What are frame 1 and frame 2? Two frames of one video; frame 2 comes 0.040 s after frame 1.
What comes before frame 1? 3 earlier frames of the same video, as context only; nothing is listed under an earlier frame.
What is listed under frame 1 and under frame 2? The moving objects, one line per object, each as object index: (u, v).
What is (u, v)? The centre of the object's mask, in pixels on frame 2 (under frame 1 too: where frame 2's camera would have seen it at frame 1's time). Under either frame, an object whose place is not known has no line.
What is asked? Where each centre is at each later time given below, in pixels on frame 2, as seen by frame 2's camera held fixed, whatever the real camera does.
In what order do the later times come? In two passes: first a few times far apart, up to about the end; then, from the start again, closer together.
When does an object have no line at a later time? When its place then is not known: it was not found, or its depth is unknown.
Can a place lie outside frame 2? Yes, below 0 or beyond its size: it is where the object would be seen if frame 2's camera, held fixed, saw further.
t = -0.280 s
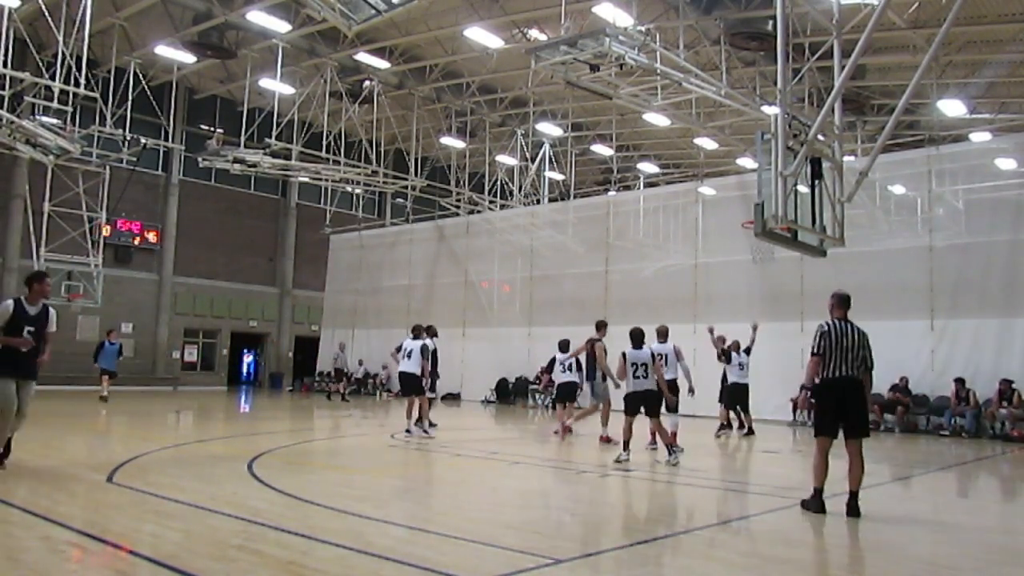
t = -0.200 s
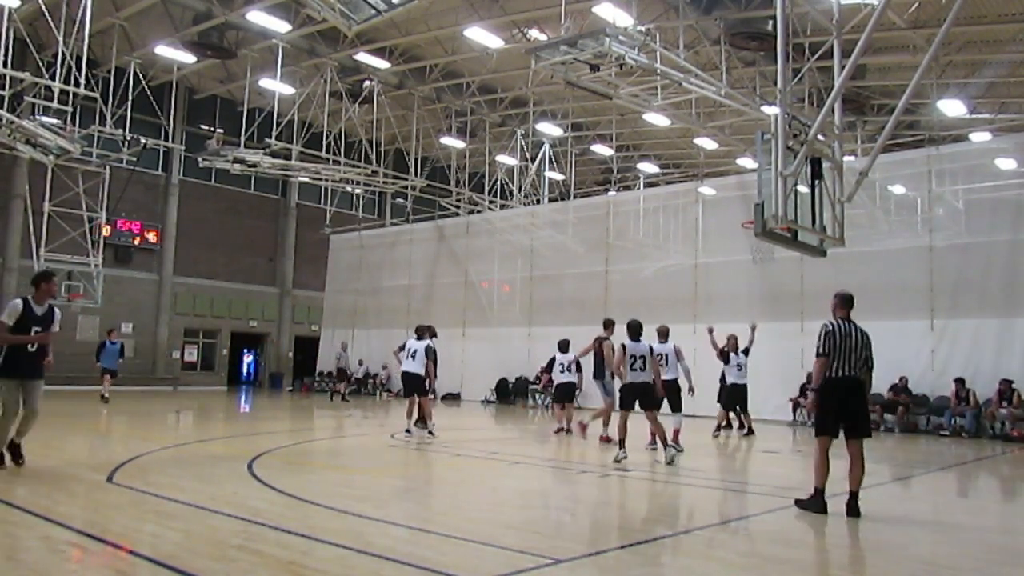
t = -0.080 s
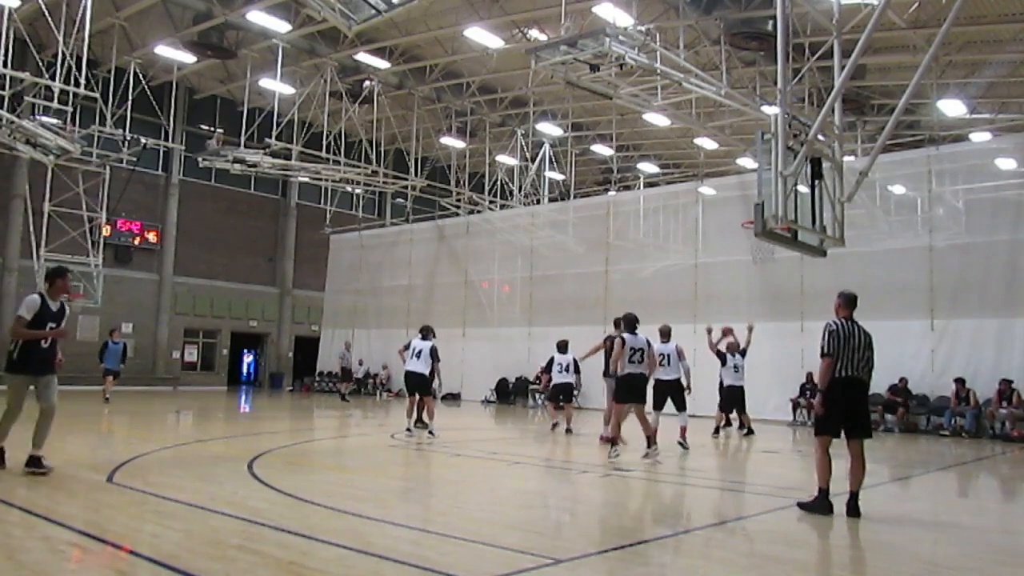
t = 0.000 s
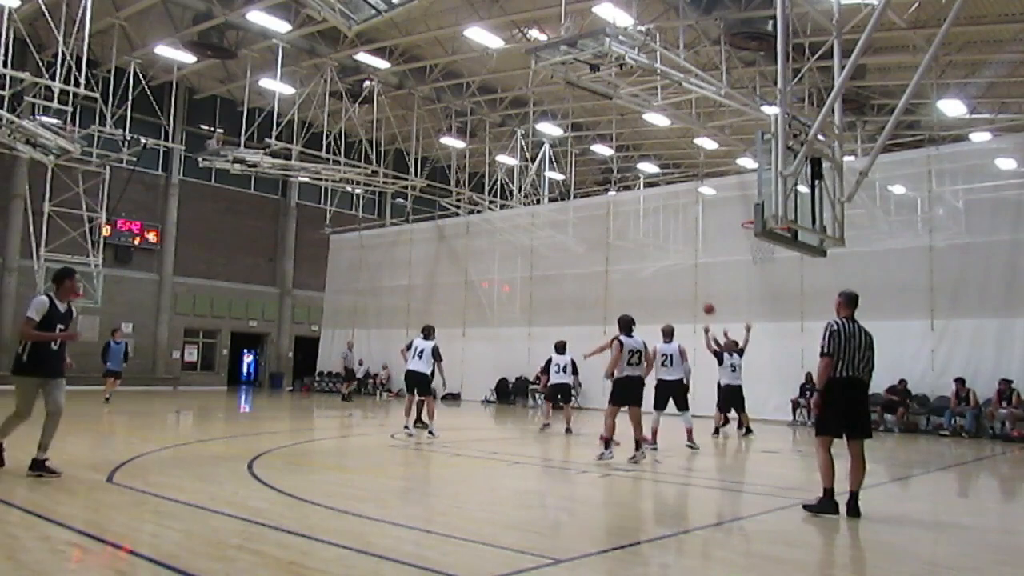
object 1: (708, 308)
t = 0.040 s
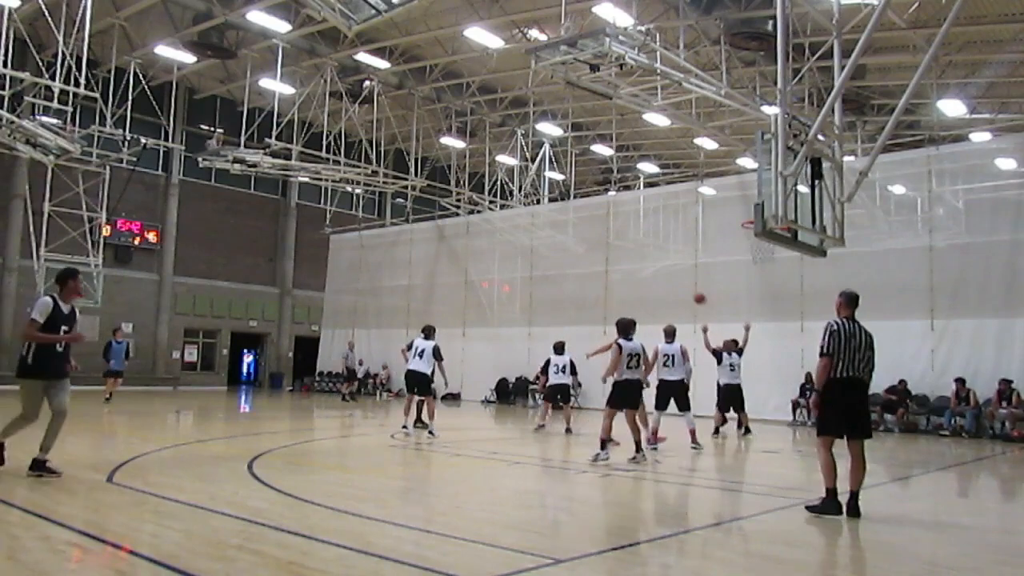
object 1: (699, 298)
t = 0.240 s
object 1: (648, 250)
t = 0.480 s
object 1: (569, 210)
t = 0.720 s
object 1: (462, 194)
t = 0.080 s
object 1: (689, 287)
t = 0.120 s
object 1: (679, 277)
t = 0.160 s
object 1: (670, 268)
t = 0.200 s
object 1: (659, 259)
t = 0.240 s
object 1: (648, 250)
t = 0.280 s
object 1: (636, 242)
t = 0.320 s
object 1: (624, 234)
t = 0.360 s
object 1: (611, 226)
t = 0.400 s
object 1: (598, 221)
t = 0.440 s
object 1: (584, 214)
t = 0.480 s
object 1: (569, 210)
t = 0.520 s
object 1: (554, 203)
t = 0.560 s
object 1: (536, 199)
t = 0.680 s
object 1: (481, 194)
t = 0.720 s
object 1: (462, 194)
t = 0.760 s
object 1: (438, 195)
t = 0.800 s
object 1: (415, 198)
